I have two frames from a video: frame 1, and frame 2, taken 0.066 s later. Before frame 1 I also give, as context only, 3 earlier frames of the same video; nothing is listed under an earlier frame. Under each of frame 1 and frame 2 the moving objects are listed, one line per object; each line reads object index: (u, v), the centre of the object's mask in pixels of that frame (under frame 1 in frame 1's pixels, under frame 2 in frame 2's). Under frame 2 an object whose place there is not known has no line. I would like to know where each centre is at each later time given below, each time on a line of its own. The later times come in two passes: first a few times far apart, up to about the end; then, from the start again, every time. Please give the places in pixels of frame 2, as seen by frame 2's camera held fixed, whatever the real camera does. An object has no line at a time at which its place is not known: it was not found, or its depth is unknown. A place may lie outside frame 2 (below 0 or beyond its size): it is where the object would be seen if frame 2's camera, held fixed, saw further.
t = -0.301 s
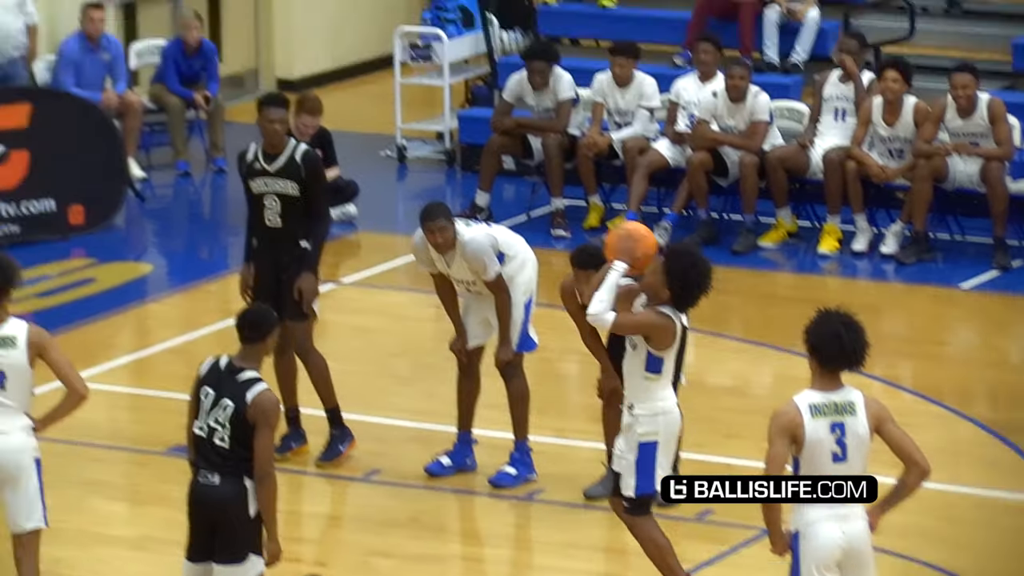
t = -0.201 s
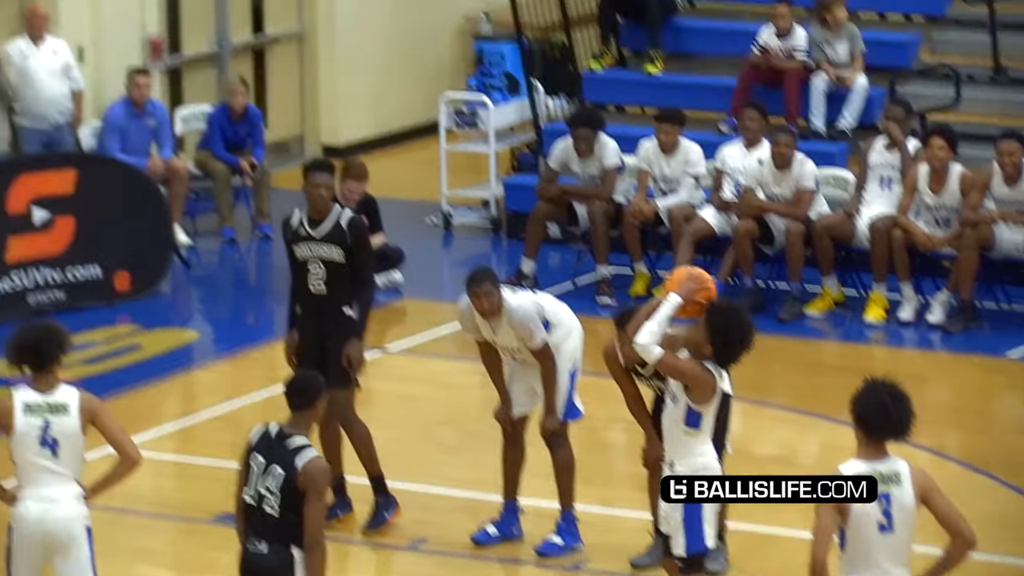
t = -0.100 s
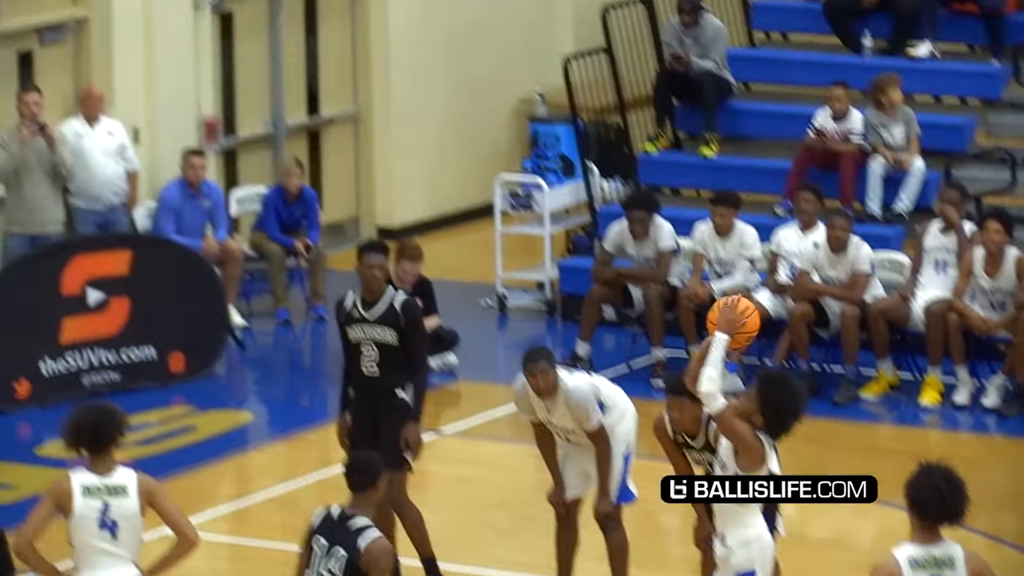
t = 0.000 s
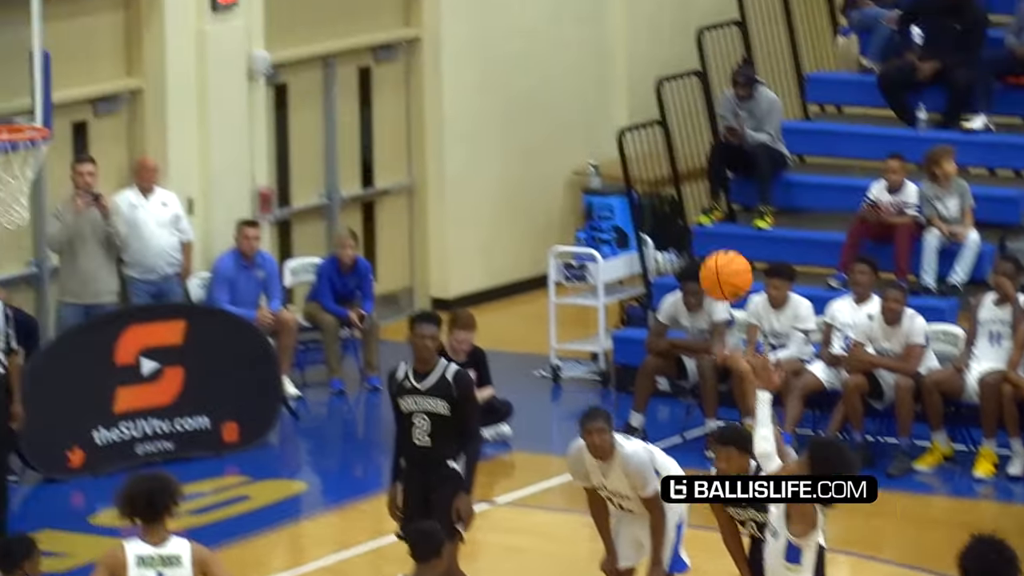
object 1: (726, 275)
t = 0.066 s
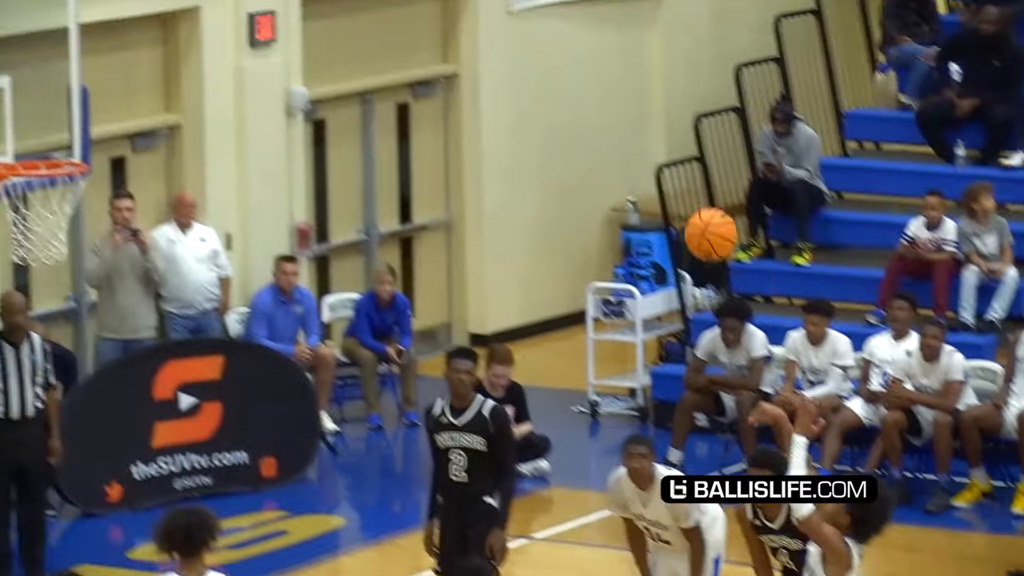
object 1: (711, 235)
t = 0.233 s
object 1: (581, 86)
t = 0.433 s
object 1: (430, -15)
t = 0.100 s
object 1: (684, 201)
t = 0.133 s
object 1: (658, 168)
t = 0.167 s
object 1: (632, 138)
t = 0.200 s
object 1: (606, 111)
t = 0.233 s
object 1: (581, 86)
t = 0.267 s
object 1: (555, 64)
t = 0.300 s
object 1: (530, 43)
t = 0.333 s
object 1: (505, 26)
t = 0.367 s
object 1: (480, 10)
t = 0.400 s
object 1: (455, -4)
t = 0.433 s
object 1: (430, -15)
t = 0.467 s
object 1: (406, -24)
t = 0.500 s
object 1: (381, -31)
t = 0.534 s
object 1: (357, -36)
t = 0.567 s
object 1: (333, -39)
